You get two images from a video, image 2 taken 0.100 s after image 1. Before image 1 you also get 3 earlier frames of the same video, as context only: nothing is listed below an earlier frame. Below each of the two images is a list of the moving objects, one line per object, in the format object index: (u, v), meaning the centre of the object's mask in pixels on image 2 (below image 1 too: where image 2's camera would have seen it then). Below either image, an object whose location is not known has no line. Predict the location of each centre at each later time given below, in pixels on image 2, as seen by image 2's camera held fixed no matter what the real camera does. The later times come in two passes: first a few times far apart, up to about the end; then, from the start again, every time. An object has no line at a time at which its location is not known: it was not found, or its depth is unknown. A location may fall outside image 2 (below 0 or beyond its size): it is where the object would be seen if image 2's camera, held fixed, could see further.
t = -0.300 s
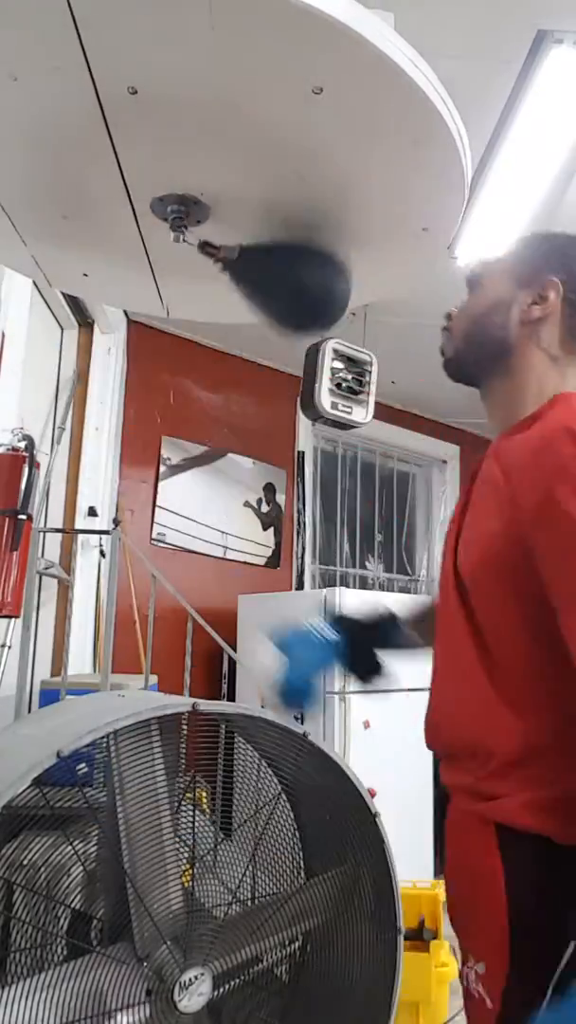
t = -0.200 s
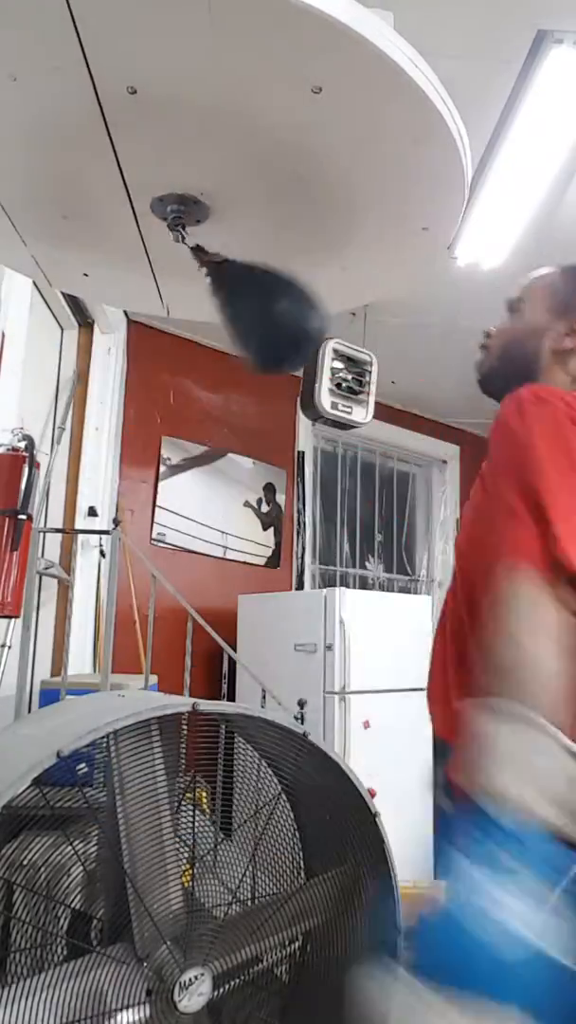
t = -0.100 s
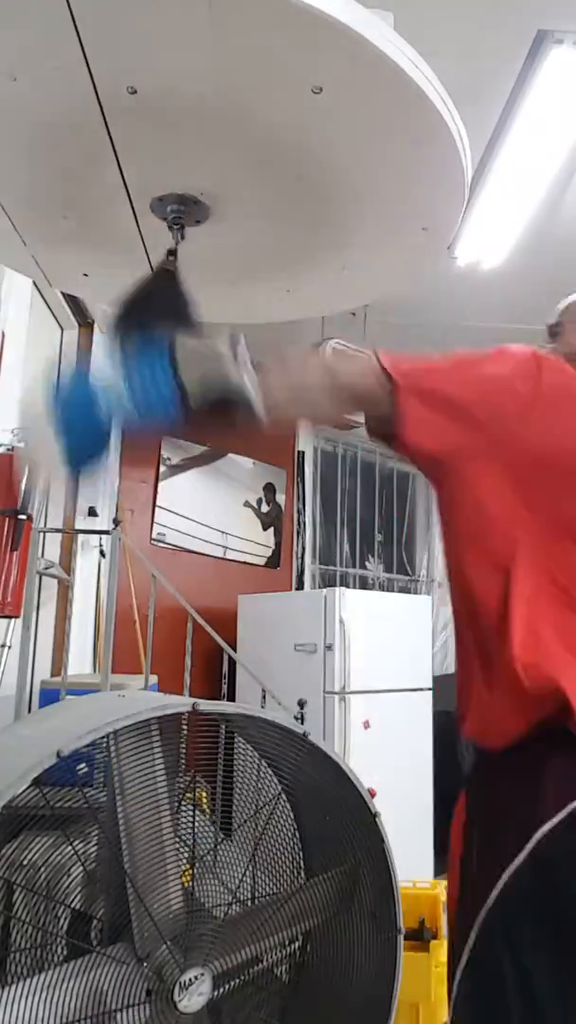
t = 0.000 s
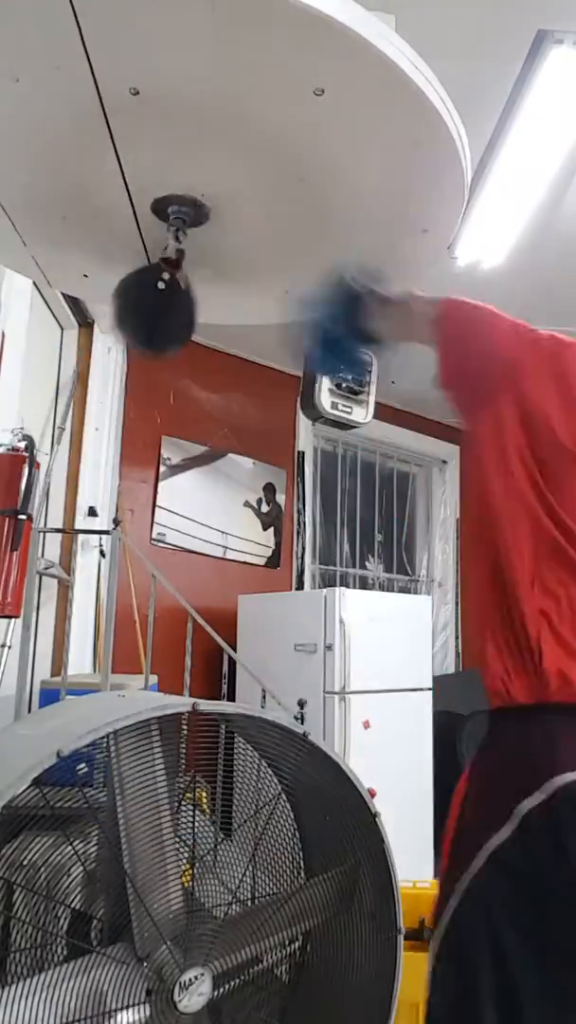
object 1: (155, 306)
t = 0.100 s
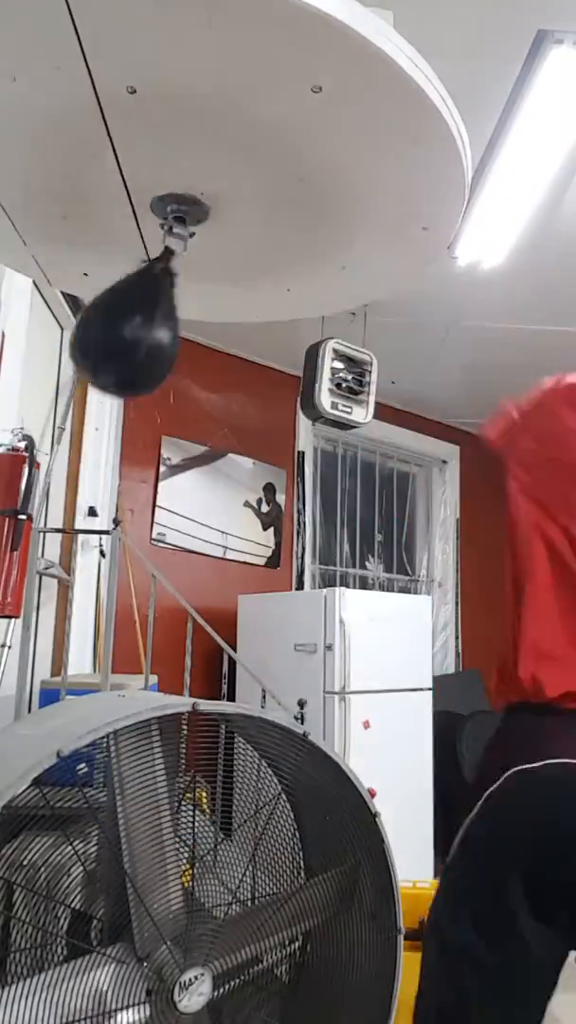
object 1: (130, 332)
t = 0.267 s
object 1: (224, 210)
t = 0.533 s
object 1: (138, 315)
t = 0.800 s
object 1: (160, 339)
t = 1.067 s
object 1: (270, 240)
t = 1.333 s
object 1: (119, 334)
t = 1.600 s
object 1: (84, 285)
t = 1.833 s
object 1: (200, 336)
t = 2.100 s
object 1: (284, 270)
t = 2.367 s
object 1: (144, 344)
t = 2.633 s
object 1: (65, 272)
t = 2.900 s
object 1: (202, 343)
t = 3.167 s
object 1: (266, 311)
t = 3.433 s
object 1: (133, 337)
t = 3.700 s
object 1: (77, 269)
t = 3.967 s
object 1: (209, 346)
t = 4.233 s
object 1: (225, 338)
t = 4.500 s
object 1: (128, 321)
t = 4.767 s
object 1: (126, 288)
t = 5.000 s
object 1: (193, 350)
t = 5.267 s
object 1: (183, 347)
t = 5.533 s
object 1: (151, 319)
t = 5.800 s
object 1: (176, 310)
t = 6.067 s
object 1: (169, 350)
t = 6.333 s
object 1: (148, 348)
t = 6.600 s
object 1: (191, 313)
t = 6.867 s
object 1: (193, 337)
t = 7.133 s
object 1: (136, 343)
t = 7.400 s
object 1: (148, 343)
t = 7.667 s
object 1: (221, 325)
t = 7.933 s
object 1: (175, 349)
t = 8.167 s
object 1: (120, 337)
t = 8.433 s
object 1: (166, 342)
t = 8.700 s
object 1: (216, 341)
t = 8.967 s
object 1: (157, 348)
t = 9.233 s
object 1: (131, 333)
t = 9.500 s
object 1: (189, 344)
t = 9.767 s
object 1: (185, 350)
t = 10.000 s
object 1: (149, 344)
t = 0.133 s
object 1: (140, 306)
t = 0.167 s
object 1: (165, 257)
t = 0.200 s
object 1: (195, 208)
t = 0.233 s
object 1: (218, 173)
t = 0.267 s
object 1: (224, 210)
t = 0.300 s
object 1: (226, 257)
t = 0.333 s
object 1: (219, 302)
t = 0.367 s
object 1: (207, 328)
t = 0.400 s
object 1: (192, 345)
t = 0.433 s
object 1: (177, 350)
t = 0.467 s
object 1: (161, 344)
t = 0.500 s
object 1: (148, 332)
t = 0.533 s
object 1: (138, 315)
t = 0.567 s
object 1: (129, 297)
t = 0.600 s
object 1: (123, 293)
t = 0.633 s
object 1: (120, 304)
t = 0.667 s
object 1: (119, 317)
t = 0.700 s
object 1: (120, 330)
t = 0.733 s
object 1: (127, 338)
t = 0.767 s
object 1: (140, 343)
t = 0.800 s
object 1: (160, 339)
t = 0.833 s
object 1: (185, 326)
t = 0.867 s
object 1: (213, 303)
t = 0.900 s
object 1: (239, 273)
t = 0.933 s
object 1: (256, 245)
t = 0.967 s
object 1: (267, 224)
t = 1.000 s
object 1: (272, 211)
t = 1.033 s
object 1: (273, 220)
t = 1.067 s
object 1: (270, 240)
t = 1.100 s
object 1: (264, 264)
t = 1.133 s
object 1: (253, 291)
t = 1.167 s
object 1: (234, 315)
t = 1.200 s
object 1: (210, 334)
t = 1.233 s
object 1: (185, 346)
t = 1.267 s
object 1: (160, 349)
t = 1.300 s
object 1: (138, 344)
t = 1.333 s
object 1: (119, 334)
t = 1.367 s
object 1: (105, 321)
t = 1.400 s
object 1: (95, 307)
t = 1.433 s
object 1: (88, 294)
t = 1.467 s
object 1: (84, 285)
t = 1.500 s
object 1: (82, 278)
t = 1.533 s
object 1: (82, 276)
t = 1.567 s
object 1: (82, 278)
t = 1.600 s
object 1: (84, 285)
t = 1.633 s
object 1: (86, 295)
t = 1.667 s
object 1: (90, 309)
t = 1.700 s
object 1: (98, 322)
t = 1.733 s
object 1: (115, 333)
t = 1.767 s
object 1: (140, 341)
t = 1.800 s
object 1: (170, 342)
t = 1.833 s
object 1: (200, 336)
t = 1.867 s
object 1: (230, 323)
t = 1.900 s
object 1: (254, 307)
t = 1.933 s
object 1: (270, 291)
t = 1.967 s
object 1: (281, 278)
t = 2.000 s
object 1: (286, 269)
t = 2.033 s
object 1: (288, 264)
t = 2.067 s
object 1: (287, 265)
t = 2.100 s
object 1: (284, 270)
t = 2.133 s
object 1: (280, 280)
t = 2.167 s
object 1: (274, 293)
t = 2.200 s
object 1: (264, 309)
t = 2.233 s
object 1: (249, 324)
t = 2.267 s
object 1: (226, 336)
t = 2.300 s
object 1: (200, 346)
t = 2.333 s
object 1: (172, 348)
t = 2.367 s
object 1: (144, 344)
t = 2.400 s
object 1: (120, 335)
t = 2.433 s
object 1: (99, 322)
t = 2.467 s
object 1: (83, 308)
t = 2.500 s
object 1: (73, 294)
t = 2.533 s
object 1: (66, 283)
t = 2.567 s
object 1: (64, 275)
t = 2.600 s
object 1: (64, 272)
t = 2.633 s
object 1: (65, 272)
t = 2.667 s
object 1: (67, 277)
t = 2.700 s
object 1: (72, 287)
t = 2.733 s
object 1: (80, 300)
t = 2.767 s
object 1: (95, 314)
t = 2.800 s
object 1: (117, 327)
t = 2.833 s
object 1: (145, 338)
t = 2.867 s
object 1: (176, 343)
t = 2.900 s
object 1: (202, 343)
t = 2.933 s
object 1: (227, 337)
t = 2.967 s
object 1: (246, 329)
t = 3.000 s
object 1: (259, 321)
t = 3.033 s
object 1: (267, 313)
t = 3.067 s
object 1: (271, 308)
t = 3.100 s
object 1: (271, 306)
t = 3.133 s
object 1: (270, 307)
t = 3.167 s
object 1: (266, 311)
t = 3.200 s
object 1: (261, 318)
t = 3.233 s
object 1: (252, 327)
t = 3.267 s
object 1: (240, 336)
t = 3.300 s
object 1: (223, 343)
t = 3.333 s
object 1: (203, 349)
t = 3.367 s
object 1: (180, 349)
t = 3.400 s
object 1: (156, 345)
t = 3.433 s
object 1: (133, 337)
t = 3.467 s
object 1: (112, 324)
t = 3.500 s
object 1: (95, 309)
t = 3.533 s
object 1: (83, 293)
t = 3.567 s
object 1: (75, 280)
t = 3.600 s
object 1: (71, 271)
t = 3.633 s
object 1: (70, 265)
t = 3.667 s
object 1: (72, 265)
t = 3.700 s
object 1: (77, 269)
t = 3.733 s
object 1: (84, 278)
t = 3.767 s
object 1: (94, 292)
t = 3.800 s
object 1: (110, 307)
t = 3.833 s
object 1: (130, 323)
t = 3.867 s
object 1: (152, 335)
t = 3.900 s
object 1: (175, 343)
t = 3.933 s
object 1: (194, 346)
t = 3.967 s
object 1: (209, 346)
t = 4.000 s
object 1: (221, 344)
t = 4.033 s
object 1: (230, 340)
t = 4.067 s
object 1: (235, 336)
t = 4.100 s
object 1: (237, 333)
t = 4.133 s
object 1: (237, 332)
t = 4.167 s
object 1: (235, 332)
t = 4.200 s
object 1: (231, 334)
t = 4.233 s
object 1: (225, 338)
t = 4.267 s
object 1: (218, 343)
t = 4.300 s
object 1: (208, 347)
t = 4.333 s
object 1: (197, 351)
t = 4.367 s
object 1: (183, 351)
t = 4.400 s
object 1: (170, 349)
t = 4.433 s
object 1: (155, 344)
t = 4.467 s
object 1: (141, 334)
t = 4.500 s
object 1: (128, 321)
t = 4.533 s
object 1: (118, 307)
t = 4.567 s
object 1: (111, 292)
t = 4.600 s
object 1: (108, 280)
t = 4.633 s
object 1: (107, 272)
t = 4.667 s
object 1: (108, 269)
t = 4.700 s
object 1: (112, 270)
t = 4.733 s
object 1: (118, 277)
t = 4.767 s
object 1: (126, 288)
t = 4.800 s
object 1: (137, 302)
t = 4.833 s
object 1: (149, 317)
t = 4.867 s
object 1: (160, 329)
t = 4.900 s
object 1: (171, 339)
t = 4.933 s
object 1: (181, 346)
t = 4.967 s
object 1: (188, 350)
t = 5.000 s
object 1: (193, 350)
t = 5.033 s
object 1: (196, 350)
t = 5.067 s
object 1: (198, 348)
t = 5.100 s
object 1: (198, 345)
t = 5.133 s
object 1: (196, 344)
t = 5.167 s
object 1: (194, 343)
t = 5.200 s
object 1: (191, 343)
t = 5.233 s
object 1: (187, 345)
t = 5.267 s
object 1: (183, 347)
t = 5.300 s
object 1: (178, 349)
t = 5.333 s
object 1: (173, 351)
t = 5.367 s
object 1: (168, 351)
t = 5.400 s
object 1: (163, 350)
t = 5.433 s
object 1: (158, 346)
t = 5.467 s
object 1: (154, 339)
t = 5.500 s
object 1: (152, 329)
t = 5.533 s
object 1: (151, 319)
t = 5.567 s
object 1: (151, 308)
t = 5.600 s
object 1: (154, 297)
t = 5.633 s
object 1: (158, 289)
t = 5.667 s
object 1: (162, 285)
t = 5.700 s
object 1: (166, 285)
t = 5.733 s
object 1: (170, 290)
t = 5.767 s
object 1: (173, 299)
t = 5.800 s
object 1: (176, 310)
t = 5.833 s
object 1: (178, 321)
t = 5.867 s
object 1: (179, 331)
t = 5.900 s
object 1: (179, 339)
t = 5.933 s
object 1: (178, 346)
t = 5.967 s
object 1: (177, 350)
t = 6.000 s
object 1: (174, 351)
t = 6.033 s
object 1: (172, 351)
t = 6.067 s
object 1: (169, 350)
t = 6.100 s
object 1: (165, 348)
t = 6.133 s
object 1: (162, 346)
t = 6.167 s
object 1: (158, 345)
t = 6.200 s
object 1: (155, 345)
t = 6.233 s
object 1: (152, 345)
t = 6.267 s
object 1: (150, 346)
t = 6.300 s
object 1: (149, 347)
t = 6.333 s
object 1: (148, 348)
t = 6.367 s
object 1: (149, 348)
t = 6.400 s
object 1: (151, 346)
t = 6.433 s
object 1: (155, 344)
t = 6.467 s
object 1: (160, 339)
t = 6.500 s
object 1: (167, 333)
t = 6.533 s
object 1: (175, 326)
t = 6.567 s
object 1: (183, 319)
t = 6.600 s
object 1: (191, 313)
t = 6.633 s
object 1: (198, 308)
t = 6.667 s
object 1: (203, 306)
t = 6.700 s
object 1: (207, 307)
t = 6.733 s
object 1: (208, 310)
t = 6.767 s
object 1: (207, 316)
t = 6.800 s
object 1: (204, 323)
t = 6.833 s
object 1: (200, 330)
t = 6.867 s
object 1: (193, 337)
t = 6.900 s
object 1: (186, 343)
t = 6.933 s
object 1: (178, 347)
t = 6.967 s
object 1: (170, 349)
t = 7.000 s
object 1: (162, 350)
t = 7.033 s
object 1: (154, 349)
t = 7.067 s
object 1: (147, 347)
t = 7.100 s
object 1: (141, 345)
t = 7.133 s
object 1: (136, 343)
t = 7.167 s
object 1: (132, 341)
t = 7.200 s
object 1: (129, 341)
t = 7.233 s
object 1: (128, 341)
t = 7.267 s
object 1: (128, 341)
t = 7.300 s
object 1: (130, 342)
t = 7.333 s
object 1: (134, 343)
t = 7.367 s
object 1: (140, 343)
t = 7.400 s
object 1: (148, 343)
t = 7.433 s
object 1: (158, 342)
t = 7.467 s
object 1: (169, 339)
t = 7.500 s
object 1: (181, 336)
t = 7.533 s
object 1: (192, 333)
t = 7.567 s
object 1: (202, 329)
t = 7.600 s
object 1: (211, 326)
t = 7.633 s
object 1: (217, 325)
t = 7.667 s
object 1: (221, 325)
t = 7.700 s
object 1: (223, 326)
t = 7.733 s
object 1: (222, 329)
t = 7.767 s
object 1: (218, 333)
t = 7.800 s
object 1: (212, 337)
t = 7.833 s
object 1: (205, 341)
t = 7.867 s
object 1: (196, 345)
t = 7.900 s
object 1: (185, 347)
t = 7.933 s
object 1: (175, 349)
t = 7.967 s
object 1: (164, 349)
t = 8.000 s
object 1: (153, 348)
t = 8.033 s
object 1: (144, 346)
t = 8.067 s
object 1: (135, 344)
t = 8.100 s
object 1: (128, 341)
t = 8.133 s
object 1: (123, 338)
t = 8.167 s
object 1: (120, 337)
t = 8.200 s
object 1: (119, 335)
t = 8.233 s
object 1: (119, 335)
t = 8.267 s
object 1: (122, 336)
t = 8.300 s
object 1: (127, 337)
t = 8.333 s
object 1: (134, 338)
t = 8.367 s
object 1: (143, 340)
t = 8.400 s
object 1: (154, 341)
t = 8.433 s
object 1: (166, 342)
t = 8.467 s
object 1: (178, 341)
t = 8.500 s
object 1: (189, 341)
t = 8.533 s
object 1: (198, 340)
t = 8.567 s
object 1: (206, 338)
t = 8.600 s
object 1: (212, 338)
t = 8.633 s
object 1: (216, 339)
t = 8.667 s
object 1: (217, 339)
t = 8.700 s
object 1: (216, 341)
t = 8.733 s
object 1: (213, 343)
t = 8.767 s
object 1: (208, 345)
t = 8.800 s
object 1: (202, 347)
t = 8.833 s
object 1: (194, 349)
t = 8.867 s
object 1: (186, 350)
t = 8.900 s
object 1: (176, 350)
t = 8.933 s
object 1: (167, 349)
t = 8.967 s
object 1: (157, 348)
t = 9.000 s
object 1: (149, 346)
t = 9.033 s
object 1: (141, 343)
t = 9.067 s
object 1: (135, 340)
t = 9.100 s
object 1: (130, 338)
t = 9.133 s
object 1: (128, 335)
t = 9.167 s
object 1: (127, 334)
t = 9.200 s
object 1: (128, 333)
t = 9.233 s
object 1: (131, 333)
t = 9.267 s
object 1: (135, 334)
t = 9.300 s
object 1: (142, 335)
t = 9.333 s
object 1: (149, 337)
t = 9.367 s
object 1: (158, 339)
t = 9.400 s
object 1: (167, 340)
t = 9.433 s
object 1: (175, 342)
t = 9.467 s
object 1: (183, 343)
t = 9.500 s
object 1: (189, 344)
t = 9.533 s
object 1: (194, 345)
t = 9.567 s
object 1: (197, 346)
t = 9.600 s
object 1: (199, 346)
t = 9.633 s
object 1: (199, 347)
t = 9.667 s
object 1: (197, 348)
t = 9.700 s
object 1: (194, 349)
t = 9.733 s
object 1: (190, 350)
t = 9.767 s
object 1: (185, 350)
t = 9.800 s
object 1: (180, 350)
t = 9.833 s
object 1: (175, 350)
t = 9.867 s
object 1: (168, 350)
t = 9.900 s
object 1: (163, 349)
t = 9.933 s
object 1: (157, 348)
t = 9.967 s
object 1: (152, 346)
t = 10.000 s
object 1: (149, 344)
